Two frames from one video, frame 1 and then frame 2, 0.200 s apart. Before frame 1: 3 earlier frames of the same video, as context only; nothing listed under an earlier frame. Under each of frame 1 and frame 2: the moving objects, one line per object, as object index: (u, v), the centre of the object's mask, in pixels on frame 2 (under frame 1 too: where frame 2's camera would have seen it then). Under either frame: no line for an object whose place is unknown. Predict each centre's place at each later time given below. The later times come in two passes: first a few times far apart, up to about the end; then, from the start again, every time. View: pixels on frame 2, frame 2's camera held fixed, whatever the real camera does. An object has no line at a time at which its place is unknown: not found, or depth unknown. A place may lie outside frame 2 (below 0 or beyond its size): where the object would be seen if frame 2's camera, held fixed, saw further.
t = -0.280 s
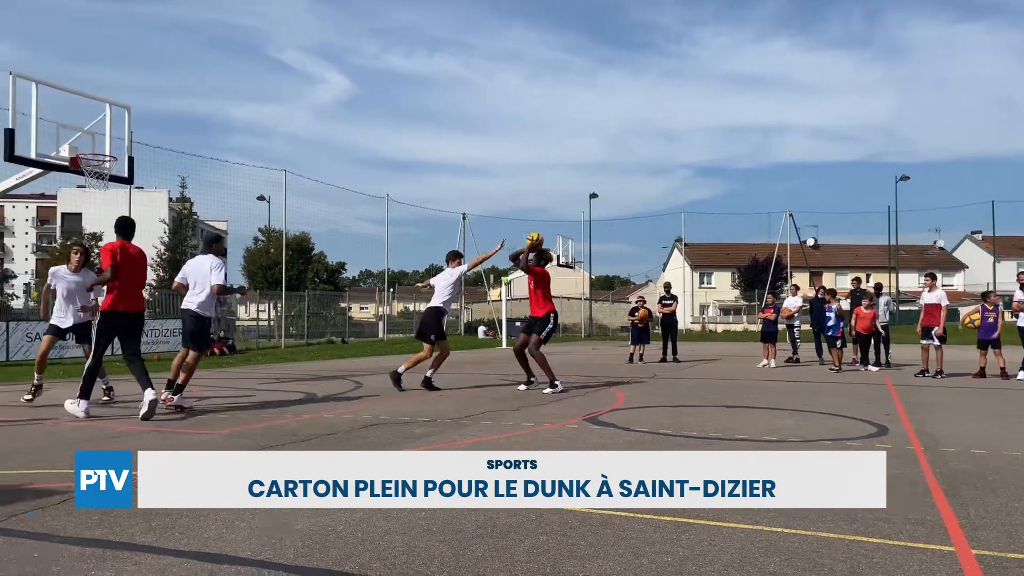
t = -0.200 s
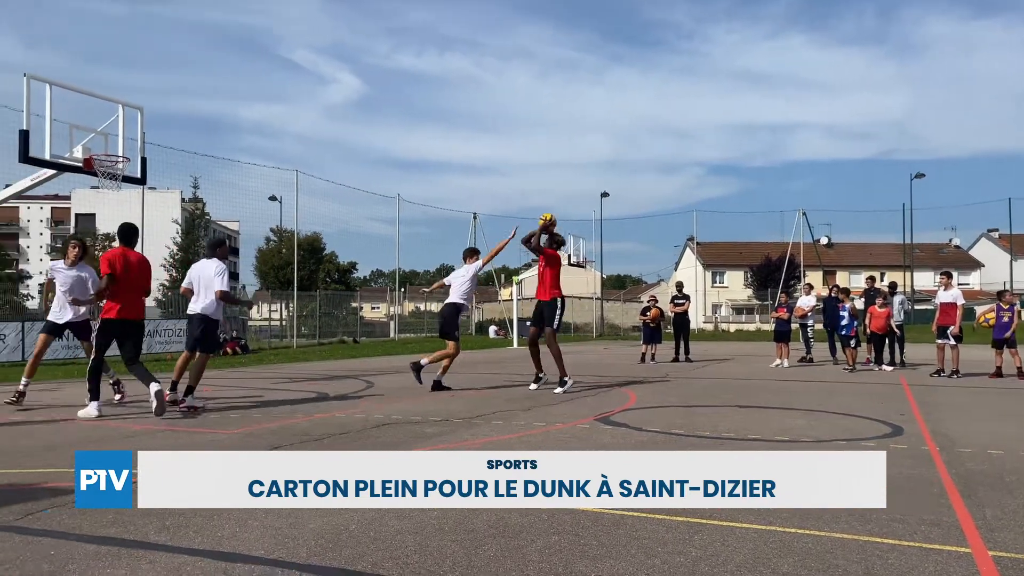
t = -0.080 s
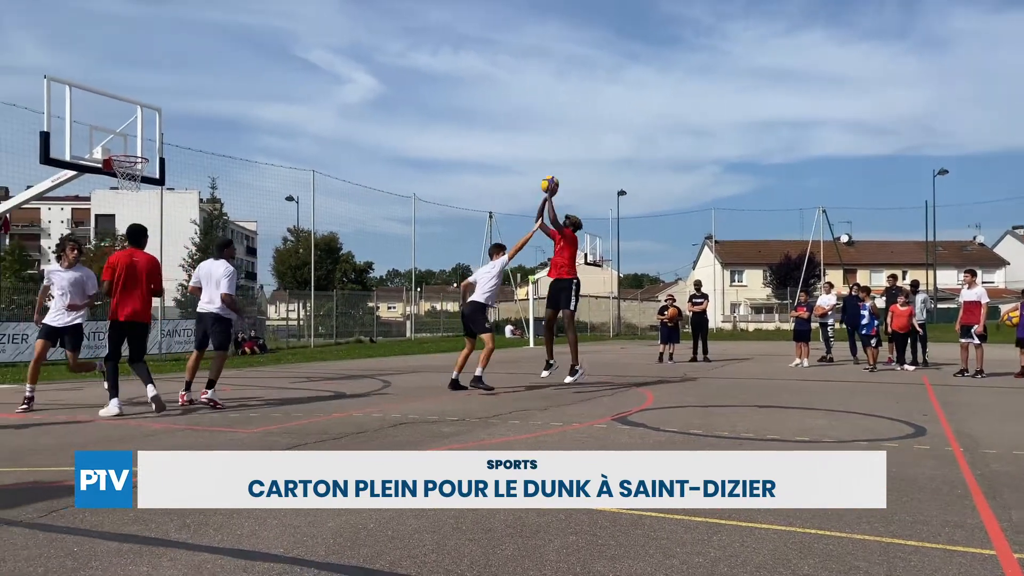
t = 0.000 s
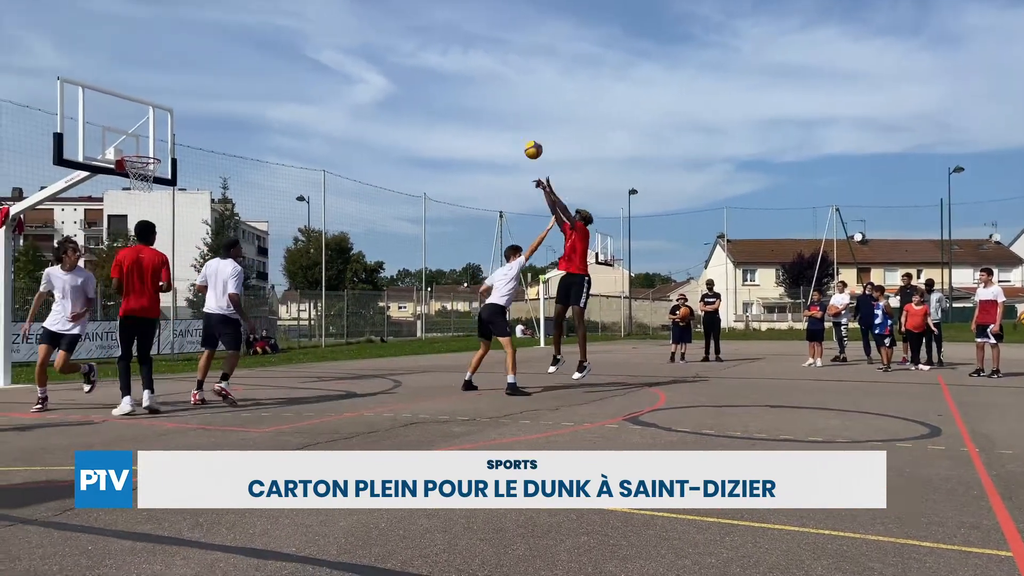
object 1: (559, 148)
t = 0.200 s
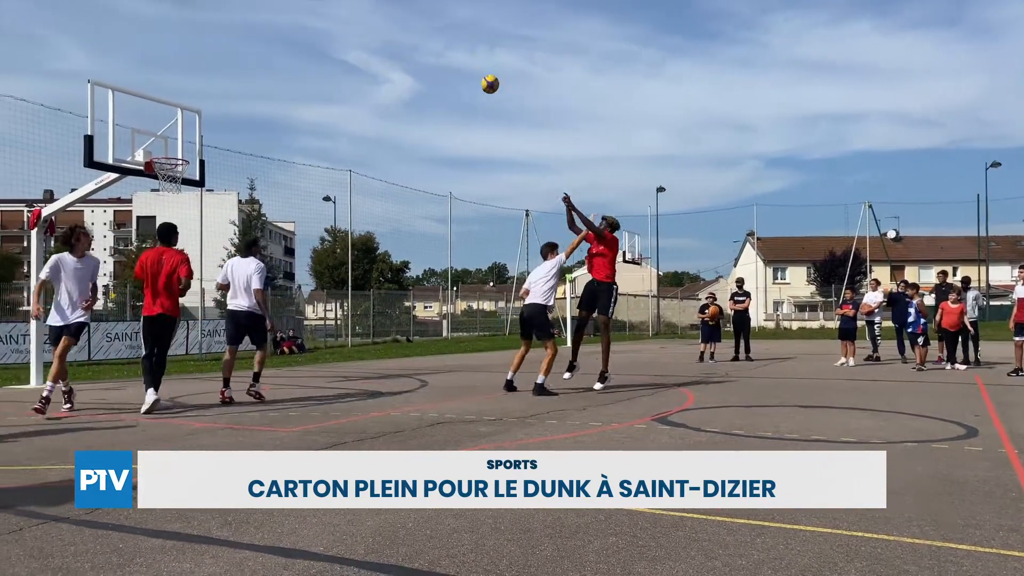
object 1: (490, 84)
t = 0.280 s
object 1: (463, 65)
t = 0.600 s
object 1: (362, 45)
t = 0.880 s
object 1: (280, 90)
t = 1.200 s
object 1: (189, 199)
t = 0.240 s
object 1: (476, 73)
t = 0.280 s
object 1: (463, 65)
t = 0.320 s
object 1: (451, 58)
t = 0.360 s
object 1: (438, 53)
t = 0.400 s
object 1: (424, 49)
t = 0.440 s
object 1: (412, 45)
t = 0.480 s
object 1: (399, 44)
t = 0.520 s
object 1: (387, 43)
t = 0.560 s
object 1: (375, 43)
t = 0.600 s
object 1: (362, 45)
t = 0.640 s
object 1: (351, 50)
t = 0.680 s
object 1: (338, 54)
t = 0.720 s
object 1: (326, 56)
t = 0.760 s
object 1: (315, 65)
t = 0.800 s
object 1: (303, 73)
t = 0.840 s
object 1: (291, 81)
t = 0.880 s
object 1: (280, 90)
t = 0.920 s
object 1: (268, 101)
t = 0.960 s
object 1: (256, 113)
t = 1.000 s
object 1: (245, 125)
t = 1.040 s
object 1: (234, 139)
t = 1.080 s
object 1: (222, 154)
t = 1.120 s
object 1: (211, 169)
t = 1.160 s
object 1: (199, 183)
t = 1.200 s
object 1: (189, 199)
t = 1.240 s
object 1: (179, 222)
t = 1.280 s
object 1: (168, 241)
